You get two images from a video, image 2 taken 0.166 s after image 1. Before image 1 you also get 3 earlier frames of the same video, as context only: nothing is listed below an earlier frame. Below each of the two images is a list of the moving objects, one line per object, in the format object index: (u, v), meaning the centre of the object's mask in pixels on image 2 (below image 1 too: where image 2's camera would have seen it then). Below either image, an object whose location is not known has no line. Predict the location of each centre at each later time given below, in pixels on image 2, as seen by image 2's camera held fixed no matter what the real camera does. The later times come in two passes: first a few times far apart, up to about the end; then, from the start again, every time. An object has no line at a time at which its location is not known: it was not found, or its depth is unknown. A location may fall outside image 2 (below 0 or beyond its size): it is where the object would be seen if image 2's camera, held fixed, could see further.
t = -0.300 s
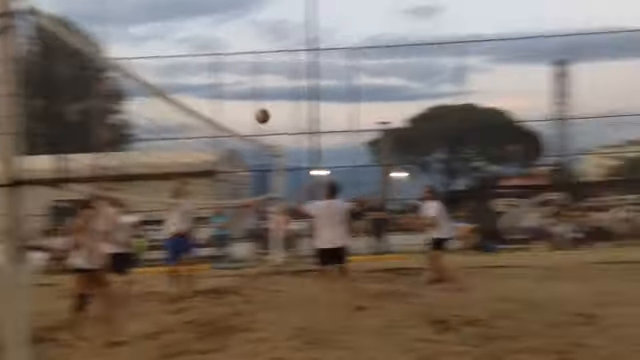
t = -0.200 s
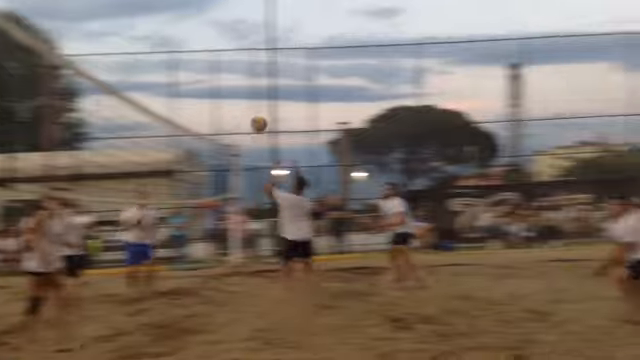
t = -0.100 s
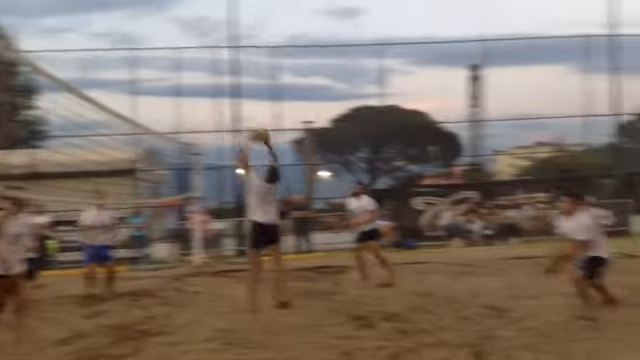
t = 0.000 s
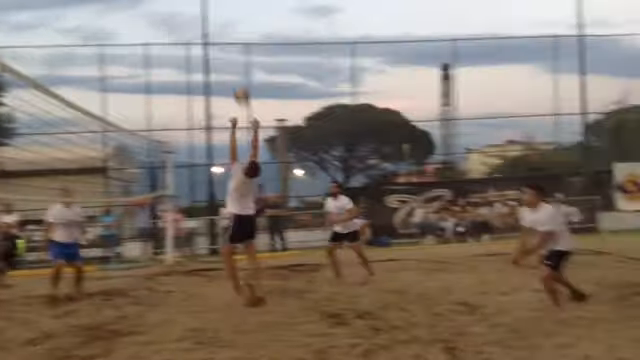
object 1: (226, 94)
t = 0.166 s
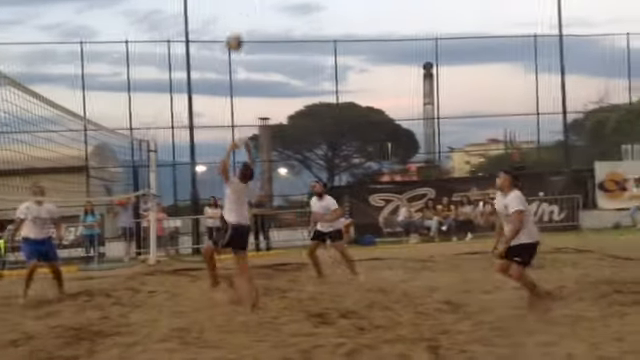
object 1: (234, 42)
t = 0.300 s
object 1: (243, 17)
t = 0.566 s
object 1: (263, 11)
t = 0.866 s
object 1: (291, 68)
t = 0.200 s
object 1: (236, 34)
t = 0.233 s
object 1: (239, 28)
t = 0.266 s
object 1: (241, 22)
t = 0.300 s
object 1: (243, 17)
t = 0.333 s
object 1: (246, 13)
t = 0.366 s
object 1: (248, 10)
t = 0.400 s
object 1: (251, 8)
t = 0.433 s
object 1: (254, 7)
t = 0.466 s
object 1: (255, 7)
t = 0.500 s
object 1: (258, 7)
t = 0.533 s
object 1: (261, 9)
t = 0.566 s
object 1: (263, 11)
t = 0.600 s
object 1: (266, 14)
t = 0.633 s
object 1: (269, 17)
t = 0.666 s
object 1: (272, 22)
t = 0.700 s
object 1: (275, 28)
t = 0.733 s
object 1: (279, 34)
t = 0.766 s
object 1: (282, 41)
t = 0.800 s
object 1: (284, 50)
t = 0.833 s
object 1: (286, 56)
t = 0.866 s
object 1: (291, 68)
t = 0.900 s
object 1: (293, 79)
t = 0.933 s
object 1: (296, 90)
